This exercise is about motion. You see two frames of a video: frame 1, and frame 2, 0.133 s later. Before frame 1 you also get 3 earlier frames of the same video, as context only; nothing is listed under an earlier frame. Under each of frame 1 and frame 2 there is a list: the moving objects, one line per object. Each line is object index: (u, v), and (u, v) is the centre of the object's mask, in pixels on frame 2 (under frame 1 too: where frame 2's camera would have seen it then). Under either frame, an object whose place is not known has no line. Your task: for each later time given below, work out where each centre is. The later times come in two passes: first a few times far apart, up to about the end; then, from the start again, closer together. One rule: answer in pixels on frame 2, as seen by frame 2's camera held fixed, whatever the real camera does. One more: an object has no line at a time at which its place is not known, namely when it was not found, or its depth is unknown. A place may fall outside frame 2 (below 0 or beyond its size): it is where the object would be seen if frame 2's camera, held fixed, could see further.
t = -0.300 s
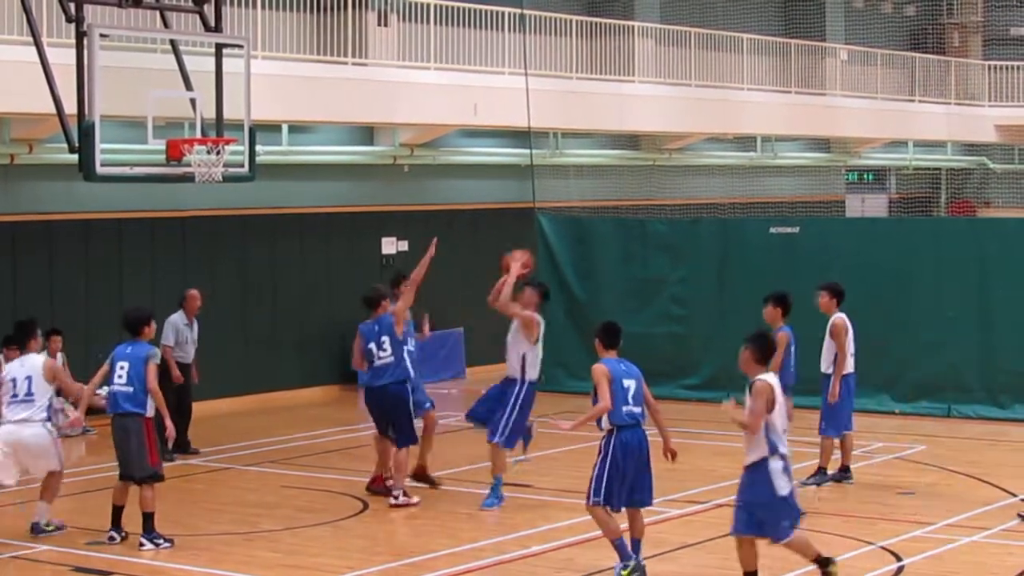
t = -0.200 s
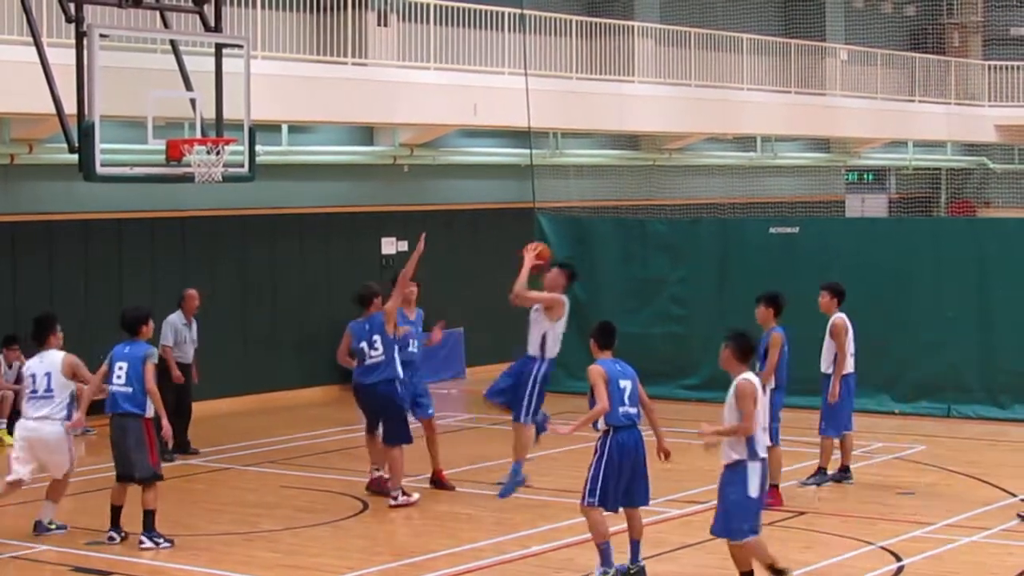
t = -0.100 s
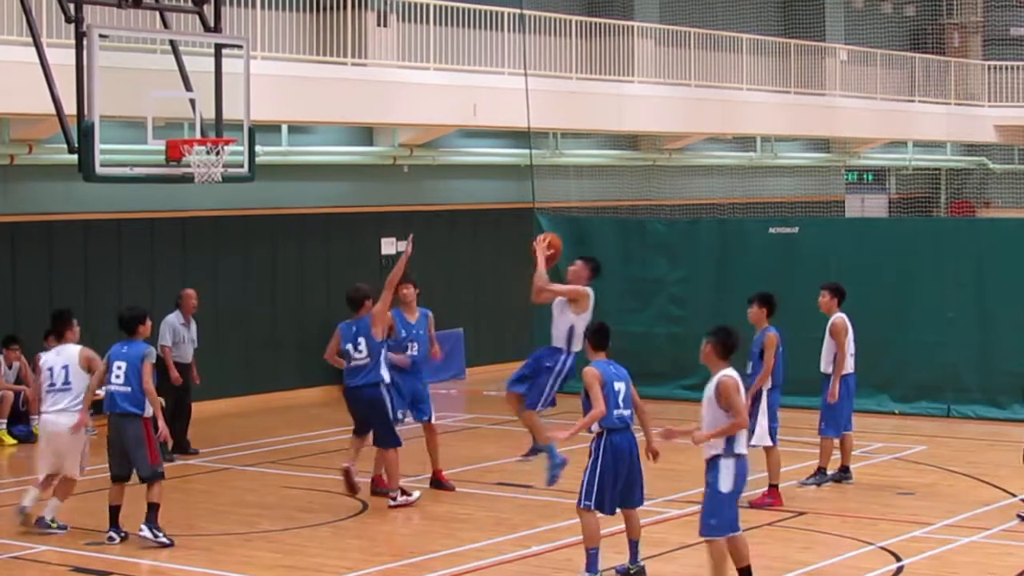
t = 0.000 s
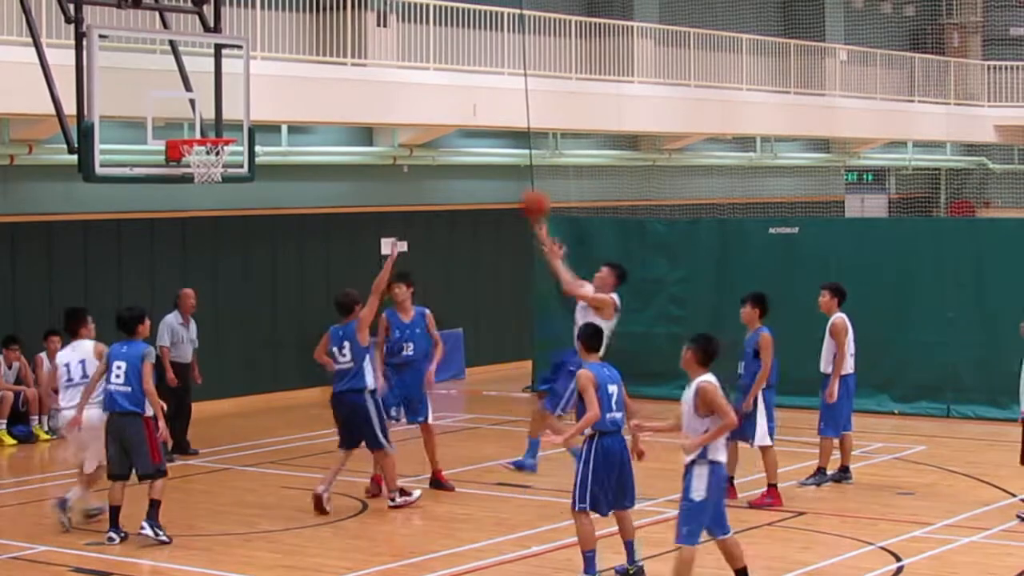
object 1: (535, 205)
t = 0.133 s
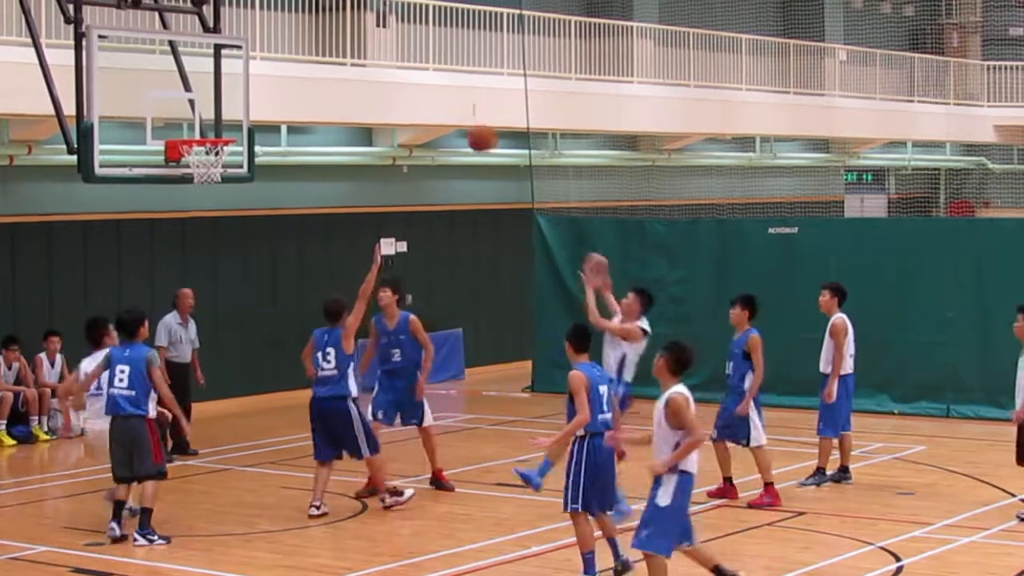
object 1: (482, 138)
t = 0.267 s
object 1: (430, 94)
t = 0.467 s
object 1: (355, 67)
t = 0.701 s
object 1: (268, 95)
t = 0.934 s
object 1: (220, 98)
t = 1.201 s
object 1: (209, 92)
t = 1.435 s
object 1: (232, 126)
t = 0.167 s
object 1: (469, 125)
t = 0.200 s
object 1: (455, 113)
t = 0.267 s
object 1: (430, 94)
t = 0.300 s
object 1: (417, 86)
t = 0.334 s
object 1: (405, 80)
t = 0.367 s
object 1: (392, 75)
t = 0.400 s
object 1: (379, 71)
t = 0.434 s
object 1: (367, 68)
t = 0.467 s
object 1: (355, 67)
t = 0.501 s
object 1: (342, 67)
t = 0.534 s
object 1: (329, 69)
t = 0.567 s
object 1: (317, 71)
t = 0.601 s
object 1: (305, 75)
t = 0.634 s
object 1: (293, 81)
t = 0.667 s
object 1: (280, 87)
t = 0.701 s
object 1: (268, 95)
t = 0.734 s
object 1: (257, 104)
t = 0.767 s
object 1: (244, 115)
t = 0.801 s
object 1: (233, 126)
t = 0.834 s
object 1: (230, 119)
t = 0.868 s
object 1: (227, 111)
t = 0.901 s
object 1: (223, 104)
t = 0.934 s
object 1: (220, 98)
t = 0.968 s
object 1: (217, 94)
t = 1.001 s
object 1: (214, 91)
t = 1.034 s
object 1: (211, 89)
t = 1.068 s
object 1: (209, 89)
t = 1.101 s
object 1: (206, 90)
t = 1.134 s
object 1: (204, 91)
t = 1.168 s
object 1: (206, 91)
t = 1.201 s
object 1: (209, 92)
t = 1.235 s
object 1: (212, 95)
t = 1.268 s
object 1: (215, 99)
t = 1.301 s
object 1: (218, 104)
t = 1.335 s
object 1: (221, 111)
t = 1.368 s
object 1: (224, 118)
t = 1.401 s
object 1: (228, 126)
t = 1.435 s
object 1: (232, 126)
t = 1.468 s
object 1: (236, 124)
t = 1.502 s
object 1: (241, 123)
